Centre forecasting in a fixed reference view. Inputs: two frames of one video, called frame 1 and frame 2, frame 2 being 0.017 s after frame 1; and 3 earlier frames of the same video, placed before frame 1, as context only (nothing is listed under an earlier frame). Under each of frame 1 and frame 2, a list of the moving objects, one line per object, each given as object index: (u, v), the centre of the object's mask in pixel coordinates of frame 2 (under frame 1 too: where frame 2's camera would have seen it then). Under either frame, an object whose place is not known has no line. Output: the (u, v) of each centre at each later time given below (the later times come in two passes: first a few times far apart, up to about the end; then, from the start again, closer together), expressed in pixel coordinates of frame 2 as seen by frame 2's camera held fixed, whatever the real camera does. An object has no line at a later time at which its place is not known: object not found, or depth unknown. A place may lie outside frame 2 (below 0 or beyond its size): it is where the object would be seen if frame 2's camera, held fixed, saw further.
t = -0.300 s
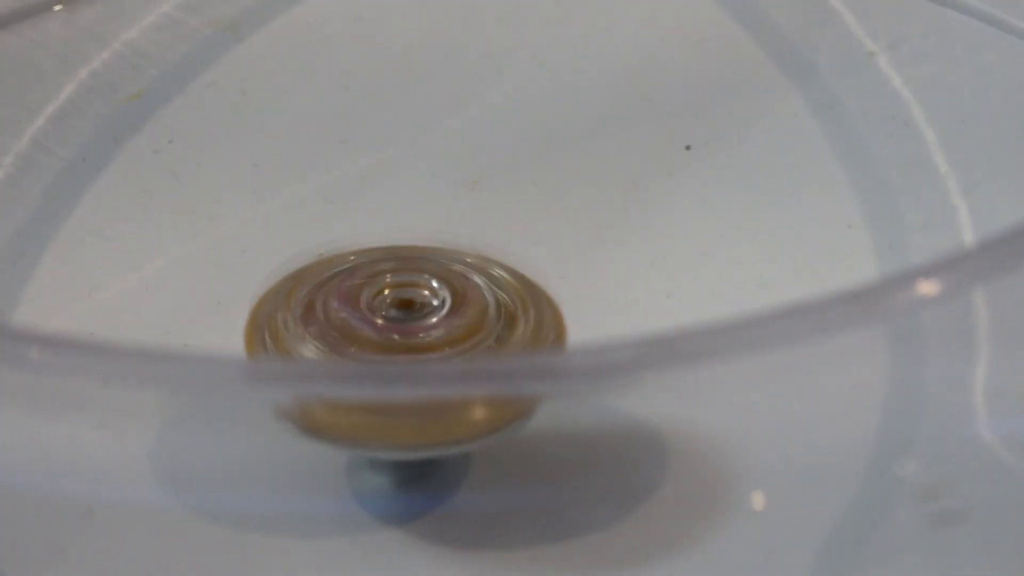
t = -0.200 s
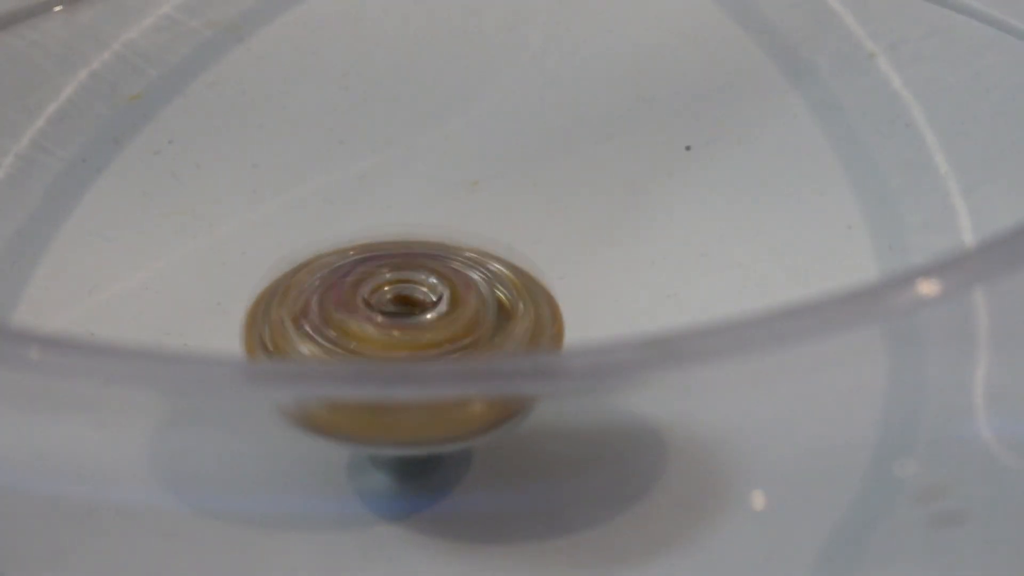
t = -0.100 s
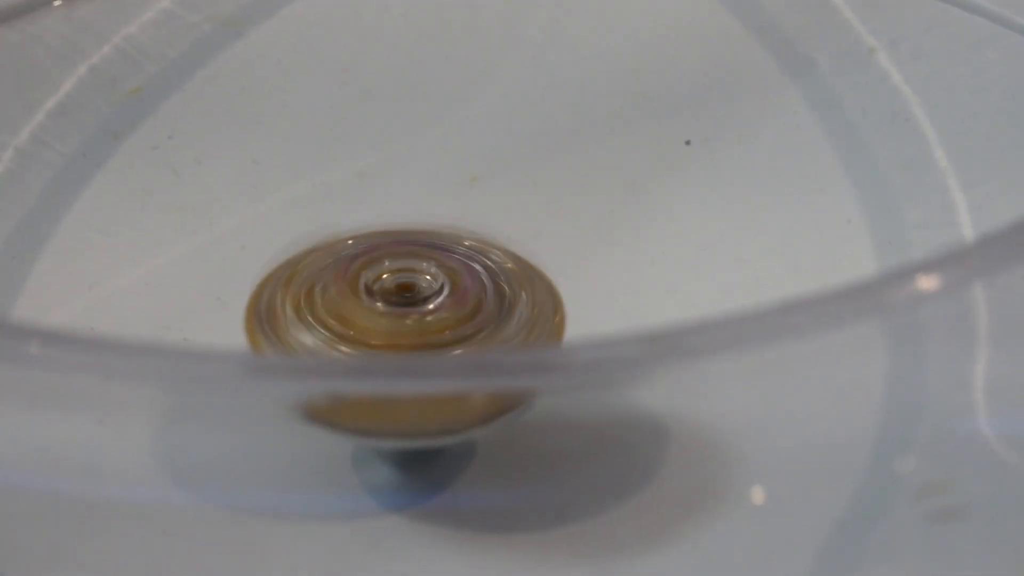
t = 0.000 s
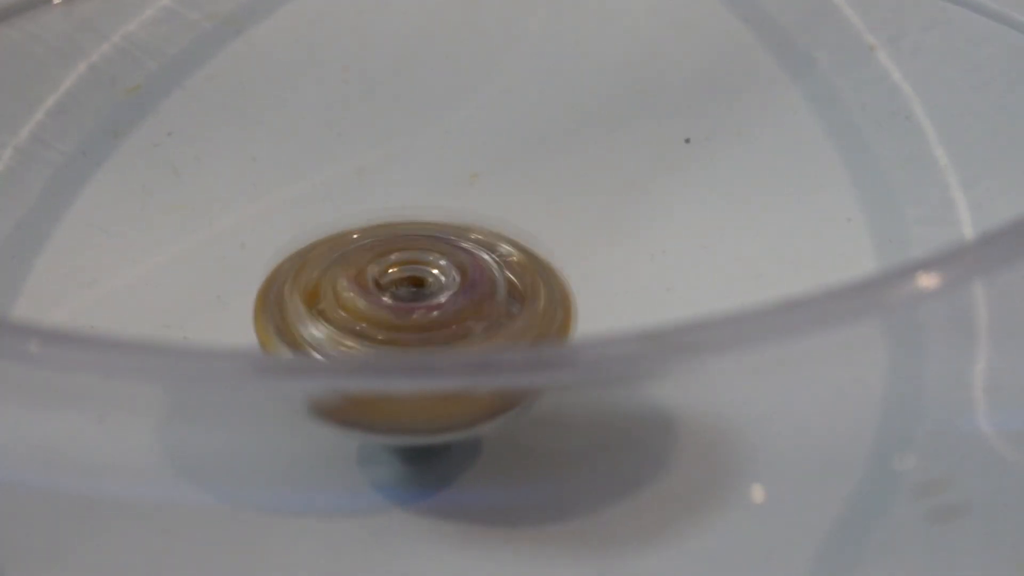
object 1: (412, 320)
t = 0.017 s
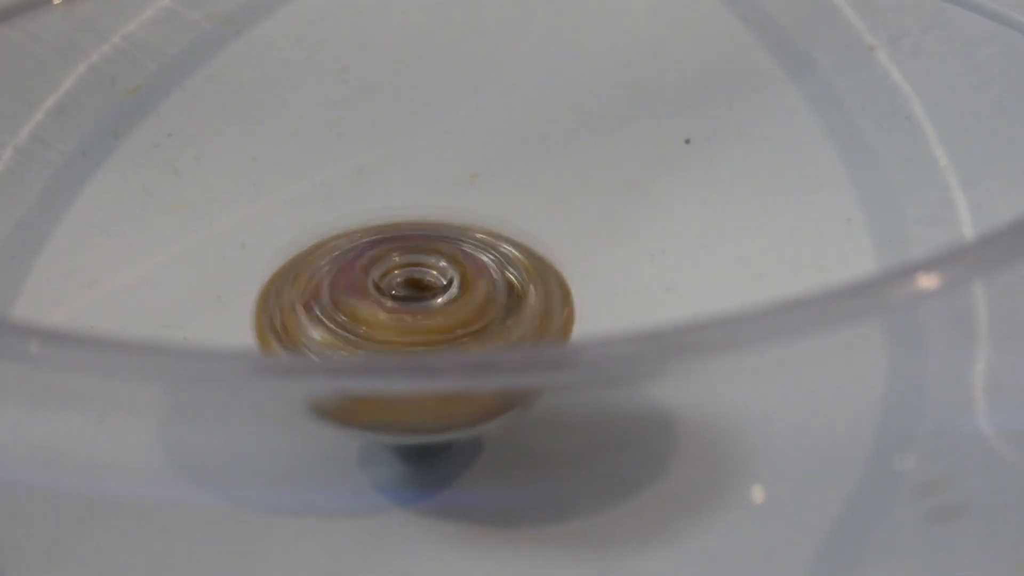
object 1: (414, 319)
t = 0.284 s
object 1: (445, 318)
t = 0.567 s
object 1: (478, 325)
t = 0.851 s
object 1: (487, 345)
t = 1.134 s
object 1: (470, 354)
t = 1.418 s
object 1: (435, 355)
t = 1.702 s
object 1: (409, 339)
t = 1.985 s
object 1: (411, 322)
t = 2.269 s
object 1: (437, 319)
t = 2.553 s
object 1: (465, 329)
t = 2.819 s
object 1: (476, 349)
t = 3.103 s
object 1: (462, 354)
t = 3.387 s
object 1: (436, 356)
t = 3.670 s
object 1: (418, 340)
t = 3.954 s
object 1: (426, 322)
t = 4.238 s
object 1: (451, 316)
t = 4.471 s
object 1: (467, 326)
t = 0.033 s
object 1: (416, 319)
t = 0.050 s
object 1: (417, 319)
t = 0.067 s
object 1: (420, 319)
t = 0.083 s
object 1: (420, 320)
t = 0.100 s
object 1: (423, 319)
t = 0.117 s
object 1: (423, 319)
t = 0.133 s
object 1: (427, 319)
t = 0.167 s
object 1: (431, 320)
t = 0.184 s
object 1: (432, 320)
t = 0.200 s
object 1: (435, 320)
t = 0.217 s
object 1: (436, 320)
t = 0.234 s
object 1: (439, 319)
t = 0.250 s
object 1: (441, 319)
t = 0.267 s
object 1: (442, 318)
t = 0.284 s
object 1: (445, 318)
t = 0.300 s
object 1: (446, 319)
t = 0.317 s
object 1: (449, 317)
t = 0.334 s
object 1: (449, 318)
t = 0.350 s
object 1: (453, 318)
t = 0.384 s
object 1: (457, 318)
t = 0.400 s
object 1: (458, 318)
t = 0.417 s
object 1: (461, 319)
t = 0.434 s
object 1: (461, 319)
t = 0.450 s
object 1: (465, 319)
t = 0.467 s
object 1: (466, 319)
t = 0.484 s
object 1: (469, 320)
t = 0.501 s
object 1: (471, 321)
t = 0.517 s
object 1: (472, 322)
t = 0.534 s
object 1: (475, 322)
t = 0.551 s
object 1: (475, 323)
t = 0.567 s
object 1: (478, 325)
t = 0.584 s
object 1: (477, 326)
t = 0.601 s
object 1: (480, 327)
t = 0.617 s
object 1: (479, 328)
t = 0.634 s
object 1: (482, 329)
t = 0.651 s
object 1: (481, 331)
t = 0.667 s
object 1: (484, 332)
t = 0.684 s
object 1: (483, 334)
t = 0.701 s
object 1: (485, 335)
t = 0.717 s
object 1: (484, 336)
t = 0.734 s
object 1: (486, 338)
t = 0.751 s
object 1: (486, 339)
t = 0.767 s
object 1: (486, 340)
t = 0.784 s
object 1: (487, 341)
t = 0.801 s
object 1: (486, 343)
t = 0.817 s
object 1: (487, 344)
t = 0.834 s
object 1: (486, 345)
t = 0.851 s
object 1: (487, 345)
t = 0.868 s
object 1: (485, 347)
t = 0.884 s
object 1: (486, 347)
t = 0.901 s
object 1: (484, 348)
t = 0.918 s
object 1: (485, 349)
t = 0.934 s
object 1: (483, 350)
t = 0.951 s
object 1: (484, 351)
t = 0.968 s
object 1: (482, 351)
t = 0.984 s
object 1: (481, 352)
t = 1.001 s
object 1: (479, 352)
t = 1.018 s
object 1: (479, 352)
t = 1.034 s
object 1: (477, 353)
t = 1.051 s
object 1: (476, 353)
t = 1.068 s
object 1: (475, 352)
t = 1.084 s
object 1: (474, 353)
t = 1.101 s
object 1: (473, 353)
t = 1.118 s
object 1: (470, 355)
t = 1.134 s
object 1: (470, 354)
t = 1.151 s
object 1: (468, 354)
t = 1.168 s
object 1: (467, 355)
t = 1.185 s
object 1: (463, 354)
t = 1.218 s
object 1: (459, 354)
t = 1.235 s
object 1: (459, 355)
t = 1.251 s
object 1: (456, 356)
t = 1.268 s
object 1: (455, 356)
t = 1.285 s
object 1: (451, 357)
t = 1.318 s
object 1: (447, 357)
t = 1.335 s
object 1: (447, 356)
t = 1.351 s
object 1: (444, 356)
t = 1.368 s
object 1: (443, 357)
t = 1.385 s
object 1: (440, 355)
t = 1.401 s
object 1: (438, 356)
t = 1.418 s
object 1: (435, 355)
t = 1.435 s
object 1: (434, 355)
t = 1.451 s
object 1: (431, 354)
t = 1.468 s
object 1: (430, 353)
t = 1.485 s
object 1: (428, 352)
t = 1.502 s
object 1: (426, 352)
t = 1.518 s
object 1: (424, 350)
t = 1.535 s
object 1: (422, 349)
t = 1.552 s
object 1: (421, 348)
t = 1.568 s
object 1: (419, 347)
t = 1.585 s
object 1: (417, 346)
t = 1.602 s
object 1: (416, 344)
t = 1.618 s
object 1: (416, 344)
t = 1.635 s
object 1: (414, 342)
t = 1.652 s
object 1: (413, 342)
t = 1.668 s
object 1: (411, 341)
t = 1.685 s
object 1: (412, 340)
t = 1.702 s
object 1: (409, 339)
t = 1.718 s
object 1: (410, 337)
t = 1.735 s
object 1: (407, 337)
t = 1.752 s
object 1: (409, 336)
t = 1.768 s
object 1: (406, 335)
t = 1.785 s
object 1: (408, 334)
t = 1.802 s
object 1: (406, 332)
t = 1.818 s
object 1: (407, 332)
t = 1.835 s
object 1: (406, 331)
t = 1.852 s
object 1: (408, 329)
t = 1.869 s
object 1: (406, 329)
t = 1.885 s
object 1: (408, 328)
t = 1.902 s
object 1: (406, 327)
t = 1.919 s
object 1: (409, 325)
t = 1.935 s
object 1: (407, 324)
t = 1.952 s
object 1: (410, 323)
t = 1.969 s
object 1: (409, 323)
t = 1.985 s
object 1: (411, 322)
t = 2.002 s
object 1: (411, 322)
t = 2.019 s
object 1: (413, 321)
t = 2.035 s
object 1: (413, 320)
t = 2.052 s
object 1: (416, 320)
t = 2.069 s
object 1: (416, 319)
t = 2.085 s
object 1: (418, 319)
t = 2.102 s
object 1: (419, 318)
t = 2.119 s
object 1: (421, 318)
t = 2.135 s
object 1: (422, 318)
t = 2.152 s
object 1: (424, 317)
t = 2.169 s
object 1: (425, 318)
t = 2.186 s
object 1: (427, 317)
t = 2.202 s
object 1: (429, 318)
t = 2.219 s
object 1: (431, 318)
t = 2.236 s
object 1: (433, 318)
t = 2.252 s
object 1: (435, 318)
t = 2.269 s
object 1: (437, 319)
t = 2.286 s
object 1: (438, 318)
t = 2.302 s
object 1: (440, 319)
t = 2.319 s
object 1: (442, 318)
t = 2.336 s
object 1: (444, 319)
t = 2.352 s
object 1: (445, 320)
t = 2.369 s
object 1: (448, 320)
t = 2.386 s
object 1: (449, 321)
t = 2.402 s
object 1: (451, 321)
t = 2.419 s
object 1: (453, 323)
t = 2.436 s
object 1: (455, 323)
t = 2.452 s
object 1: (456, 323)
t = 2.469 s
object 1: (458, 324)
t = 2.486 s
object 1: (459, 325)
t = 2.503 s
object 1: (461, 326)
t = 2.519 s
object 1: (462, 327)
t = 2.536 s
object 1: (464, 328)
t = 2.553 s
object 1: (465, 329)
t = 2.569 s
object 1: (467, 330)
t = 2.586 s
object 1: (468, 332)
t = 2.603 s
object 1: (469, 332)
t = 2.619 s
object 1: (470, 333)
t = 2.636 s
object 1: (471, 334)
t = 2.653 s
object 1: (471, 336)
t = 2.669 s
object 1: (473, 337)
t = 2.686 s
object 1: (473, 339)
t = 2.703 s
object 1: (475, 340)
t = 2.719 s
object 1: (474, 341)
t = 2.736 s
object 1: (476, 342)
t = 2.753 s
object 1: (475, 343)
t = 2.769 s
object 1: (477, 345)
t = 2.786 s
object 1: (476, 346)
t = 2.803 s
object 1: (477, 347)
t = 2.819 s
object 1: (476, 349)
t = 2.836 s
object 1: (477, 349)
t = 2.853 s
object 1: (476, 351)
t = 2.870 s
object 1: (476, 351)
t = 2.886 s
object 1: (475, 353)
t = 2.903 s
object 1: (475, 353)
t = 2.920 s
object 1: (474, 353)
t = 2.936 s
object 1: (475, 353)
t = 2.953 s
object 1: (471, 353)
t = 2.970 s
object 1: (470, 353)
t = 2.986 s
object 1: (471, 354)
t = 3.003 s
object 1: (470, 354)
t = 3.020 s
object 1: (469, 354)
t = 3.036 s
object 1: (469, 353)
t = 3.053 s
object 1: (466, 353)
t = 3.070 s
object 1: (467, 354)
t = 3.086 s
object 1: (463, 354)
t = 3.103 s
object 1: (462, 354)
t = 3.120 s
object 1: (462, 355)
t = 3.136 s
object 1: (459, 355)
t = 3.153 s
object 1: (457, 354)
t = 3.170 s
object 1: (459, 354)
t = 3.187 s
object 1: (456, 355)
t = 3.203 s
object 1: (456, 354)
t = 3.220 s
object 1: (454, 355)
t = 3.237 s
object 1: (452, 354)
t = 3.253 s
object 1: (451, 354)
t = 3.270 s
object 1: (446, 356)
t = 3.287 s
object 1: (447, 354)
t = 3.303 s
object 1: (445, 355)
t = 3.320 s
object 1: (444, 355)
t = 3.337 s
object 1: (442, 357)
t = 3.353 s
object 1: (442, 355)
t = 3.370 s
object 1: (437, 356)
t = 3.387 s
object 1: (436, 356)
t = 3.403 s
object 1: (434, 357)
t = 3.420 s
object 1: (433, 356)
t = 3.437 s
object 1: (430, 355)
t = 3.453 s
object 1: (431, 354)
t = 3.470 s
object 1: (428, 353)
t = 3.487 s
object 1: (428, 352)
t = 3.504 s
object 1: (425, 351)
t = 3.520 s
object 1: (426, 350)
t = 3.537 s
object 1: (424, 349)
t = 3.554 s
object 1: (424, 348)
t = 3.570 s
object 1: (422, 347)
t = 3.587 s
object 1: (423, 346)
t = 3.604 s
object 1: (420, 344)
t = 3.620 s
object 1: (421, 343)
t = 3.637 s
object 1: (419, 342)
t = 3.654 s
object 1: (421, 341)
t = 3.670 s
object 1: (418, 340)
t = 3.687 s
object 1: (420, 339)
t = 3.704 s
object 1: (418, 338)
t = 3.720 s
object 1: (420, 336)
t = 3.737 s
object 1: (418, 335)
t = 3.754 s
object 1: (420, 333)
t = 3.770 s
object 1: (419, 332)
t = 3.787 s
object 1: (420, 331)
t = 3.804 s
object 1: (420, 330)
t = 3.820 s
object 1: (421, 329)
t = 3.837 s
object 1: (421, 328)
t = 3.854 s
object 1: (421, 327)
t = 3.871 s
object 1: (422, 326)
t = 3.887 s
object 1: (422, 325)
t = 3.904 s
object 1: (424, 324)
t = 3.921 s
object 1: (424, 323)
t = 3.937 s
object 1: (426, 323)
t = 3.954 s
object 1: (426, 322)
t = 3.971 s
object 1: (428, 321)
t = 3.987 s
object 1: (428, 320)
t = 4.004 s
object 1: (430, 319)
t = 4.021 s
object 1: (430, 319)
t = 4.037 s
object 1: (433, 318)
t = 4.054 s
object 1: (432, 317)
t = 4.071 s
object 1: (436, 317)
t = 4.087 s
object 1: (435, 316)
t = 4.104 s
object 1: (439, 316)
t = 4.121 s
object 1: (438, 315)
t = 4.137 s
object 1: (441, 315)
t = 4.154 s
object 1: (441, 315)
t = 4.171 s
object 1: (445, 315)
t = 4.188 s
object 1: (444, 315)
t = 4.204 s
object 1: (448, 315)
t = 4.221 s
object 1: (447, 315)
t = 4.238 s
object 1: (451, 316)
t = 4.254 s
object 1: (450, 316)
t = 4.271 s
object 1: (453, 317)
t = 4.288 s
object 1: (454, 317)
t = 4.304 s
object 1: (456, 317)
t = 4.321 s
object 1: (457, 318)
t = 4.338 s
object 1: (458, 319)
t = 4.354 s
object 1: (460, 319)
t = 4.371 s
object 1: (461, 321)
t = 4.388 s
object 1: (463, 321)
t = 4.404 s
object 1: (463, 322)
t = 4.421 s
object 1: (466, 322)
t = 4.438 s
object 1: (465, 324)
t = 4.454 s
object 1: (468, 325)
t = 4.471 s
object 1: (467, 326)
